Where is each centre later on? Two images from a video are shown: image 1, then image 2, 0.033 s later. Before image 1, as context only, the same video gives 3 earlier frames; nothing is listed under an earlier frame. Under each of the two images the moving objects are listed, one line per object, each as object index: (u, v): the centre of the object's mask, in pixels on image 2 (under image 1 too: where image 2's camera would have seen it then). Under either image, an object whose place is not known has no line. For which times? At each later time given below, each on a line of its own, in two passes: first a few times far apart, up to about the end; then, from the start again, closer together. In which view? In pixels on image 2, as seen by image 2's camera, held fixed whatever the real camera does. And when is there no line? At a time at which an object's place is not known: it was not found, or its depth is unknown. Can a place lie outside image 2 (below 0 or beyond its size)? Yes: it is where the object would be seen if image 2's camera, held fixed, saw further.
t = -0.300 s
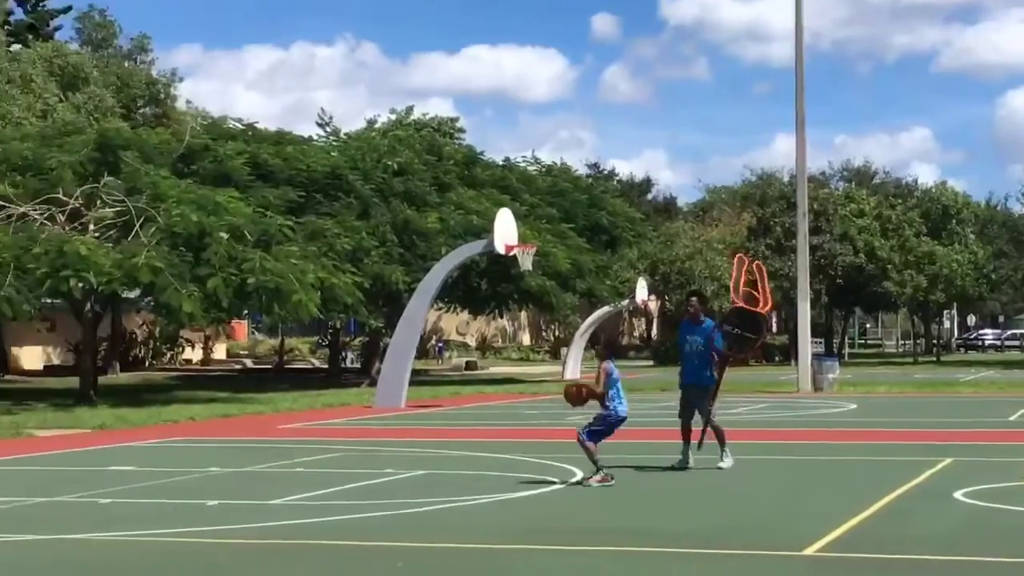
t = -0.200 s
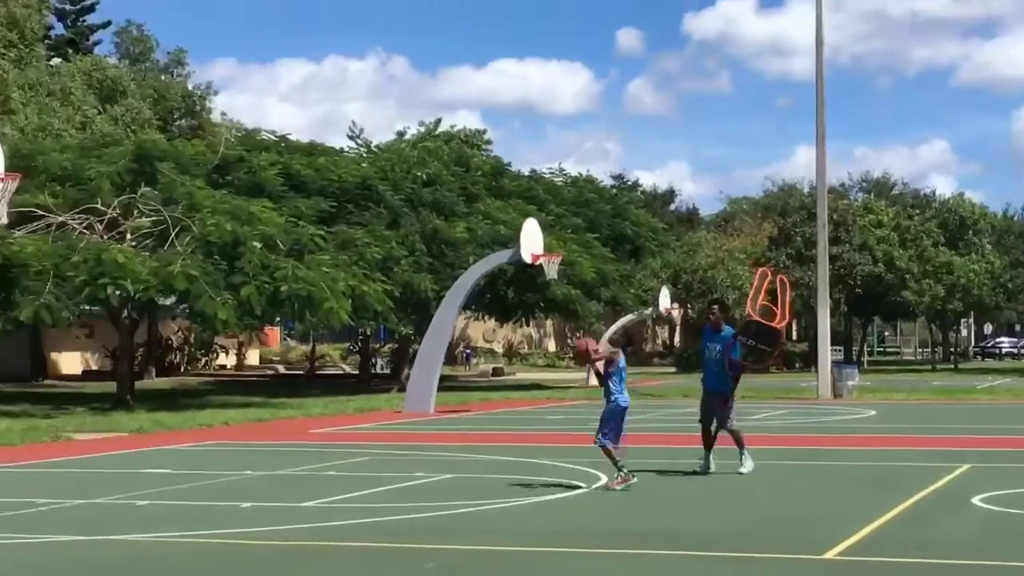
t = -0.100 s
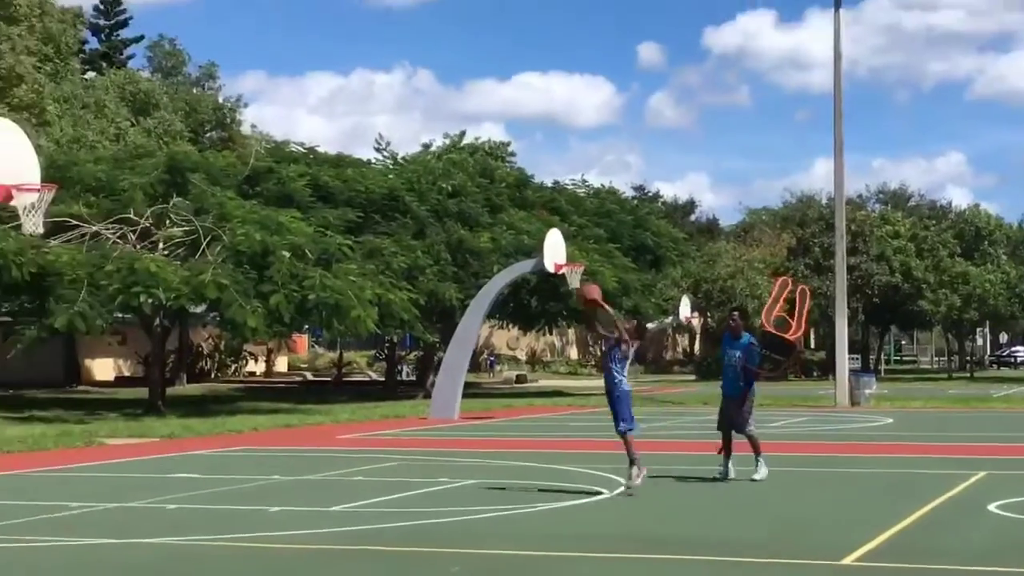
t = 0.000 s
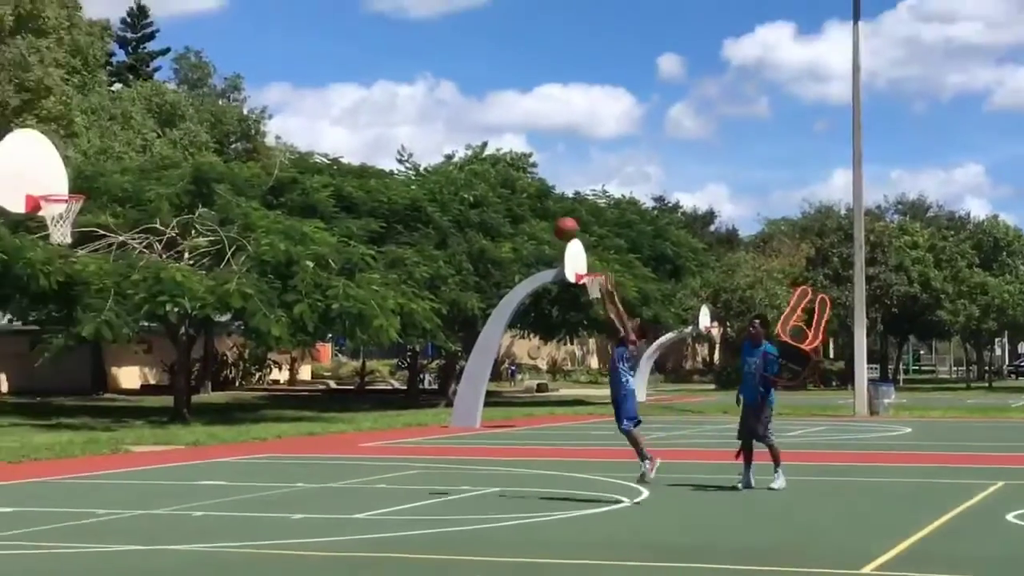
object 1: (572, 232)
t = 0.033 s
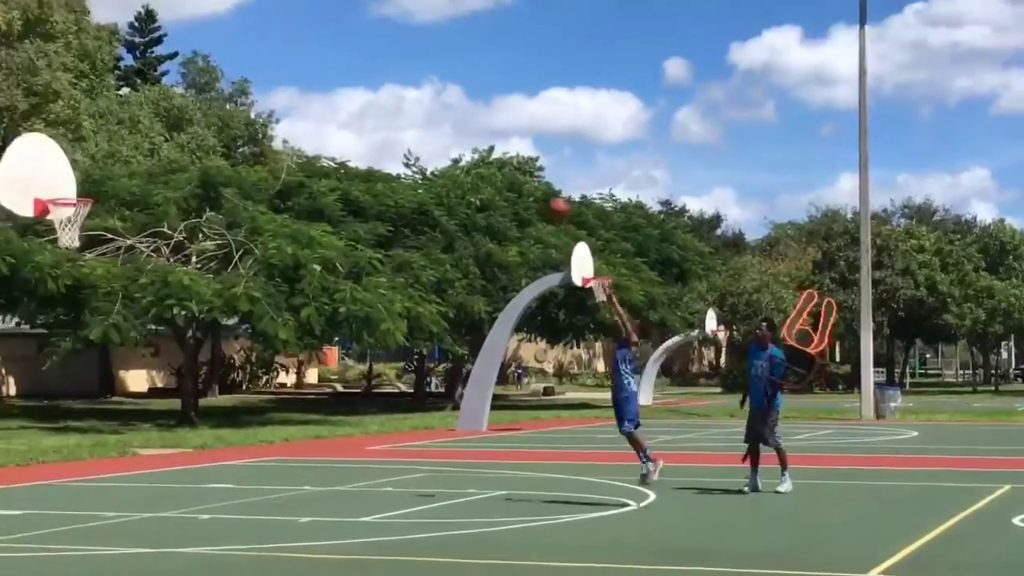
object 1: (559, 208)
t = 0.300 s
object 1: (448, 69)
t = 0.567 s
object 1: (345, 2)
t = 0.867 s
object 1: (233, 10)
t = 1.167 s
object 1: (126, 101)
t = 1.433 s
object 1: (59, 237)
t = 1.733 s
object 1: (85, 391)
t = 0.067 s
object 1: (544, 188)
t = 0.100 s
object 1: (530, 167)
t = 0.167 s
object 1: (502, 129)
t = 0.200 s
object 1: (488, 113)
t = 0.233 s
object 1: (475, 97)
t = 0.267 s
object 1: (461, 82)
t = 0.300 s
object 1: (448, 69)
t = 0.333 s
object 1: (435, 56)
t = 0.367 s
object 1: (422, 46)
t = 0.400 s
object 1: (409, 36)
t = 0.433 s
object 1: (396, 27)
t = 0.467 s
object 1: (384, 19)
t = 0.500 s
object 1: (370, 13)
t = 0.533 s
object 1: (357, 7)
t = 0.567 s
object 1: (345, 2)
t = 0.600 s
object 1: (333, -1)
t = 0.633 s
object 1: (320, -3)
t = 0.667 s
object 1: (307, -5)
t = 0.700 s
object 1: (295, -5)
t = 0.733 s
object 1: (283, -4)
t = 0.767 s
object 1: (270, -2)
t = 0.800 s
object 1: (258, 1)
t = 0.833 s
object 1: (246, 5)
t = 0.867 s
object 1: (233, 10)
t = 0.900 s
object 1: (221, 16)
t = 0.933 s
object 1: (209, 23)
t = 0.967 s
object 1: (197, 32)
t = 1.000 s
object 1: (185, 40)
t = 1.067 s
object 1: (162, 61)
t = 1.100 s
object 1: (152, 71)
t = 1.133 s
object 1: (137, 87)
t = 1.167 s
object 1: (126, 101)
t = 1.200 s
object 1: (114, 116)
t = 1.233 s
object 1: (103, 132)
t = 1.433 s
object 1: (59, 237)
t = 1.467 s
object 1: (67, 249)
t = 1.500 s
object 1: (68, 261)
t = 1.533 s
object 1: (71, 276)
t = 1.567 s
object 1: (73, 292)
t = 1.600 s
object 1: (77, 310)
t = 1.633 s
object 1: (78, 329)
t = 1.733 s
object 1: (85, 391)
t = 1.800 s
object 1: (89, 440)
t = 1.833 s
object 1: (90, 467)
